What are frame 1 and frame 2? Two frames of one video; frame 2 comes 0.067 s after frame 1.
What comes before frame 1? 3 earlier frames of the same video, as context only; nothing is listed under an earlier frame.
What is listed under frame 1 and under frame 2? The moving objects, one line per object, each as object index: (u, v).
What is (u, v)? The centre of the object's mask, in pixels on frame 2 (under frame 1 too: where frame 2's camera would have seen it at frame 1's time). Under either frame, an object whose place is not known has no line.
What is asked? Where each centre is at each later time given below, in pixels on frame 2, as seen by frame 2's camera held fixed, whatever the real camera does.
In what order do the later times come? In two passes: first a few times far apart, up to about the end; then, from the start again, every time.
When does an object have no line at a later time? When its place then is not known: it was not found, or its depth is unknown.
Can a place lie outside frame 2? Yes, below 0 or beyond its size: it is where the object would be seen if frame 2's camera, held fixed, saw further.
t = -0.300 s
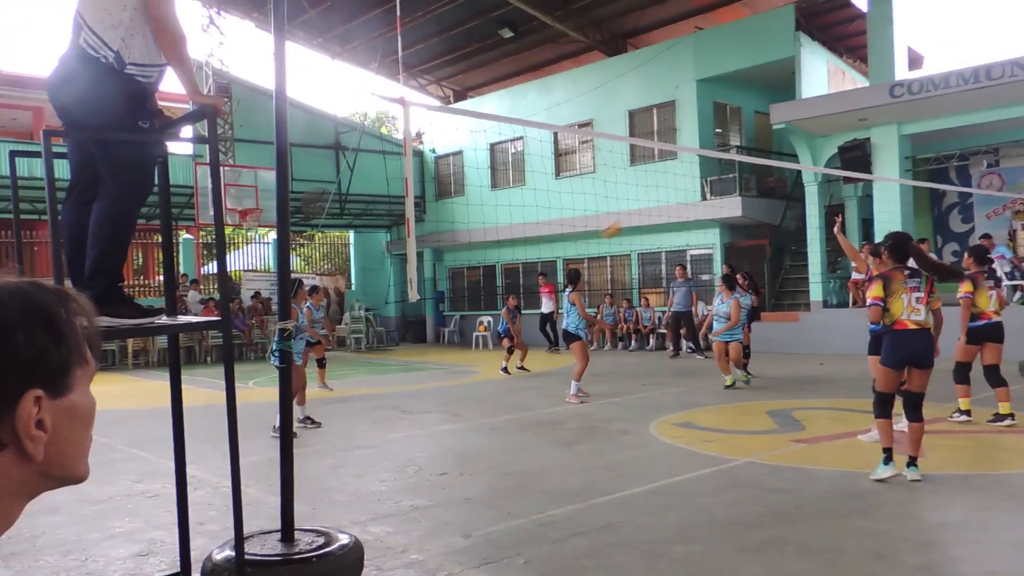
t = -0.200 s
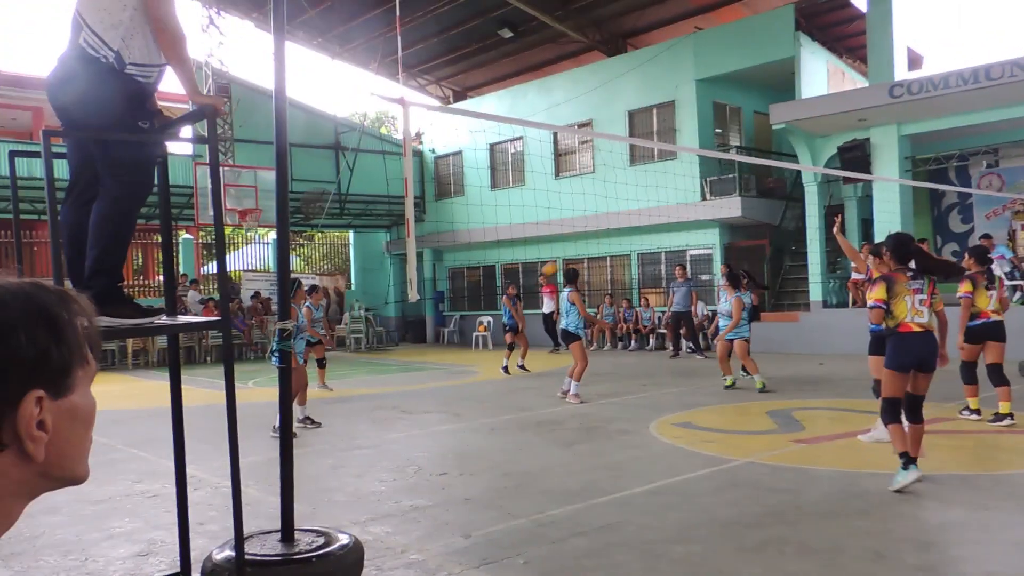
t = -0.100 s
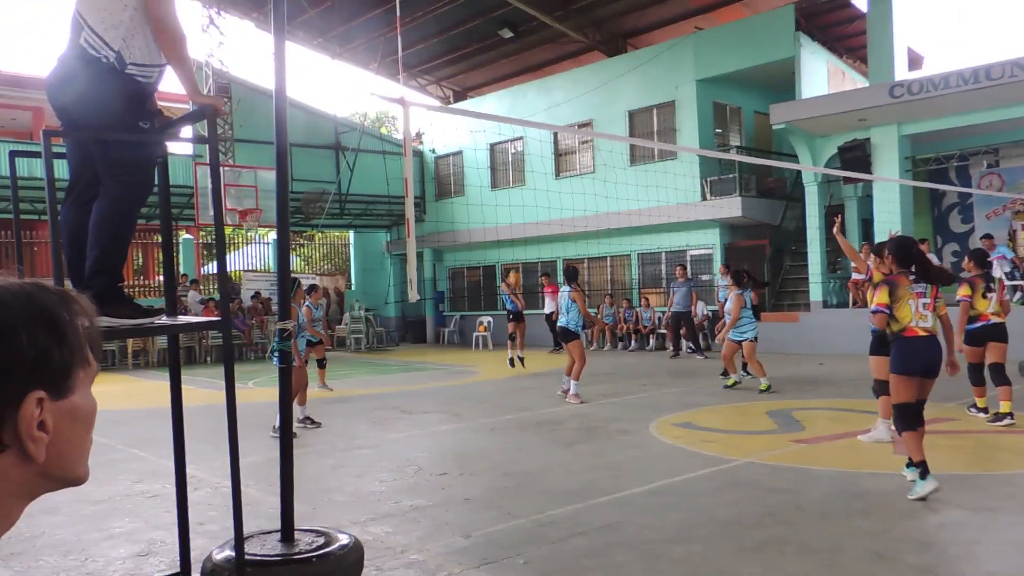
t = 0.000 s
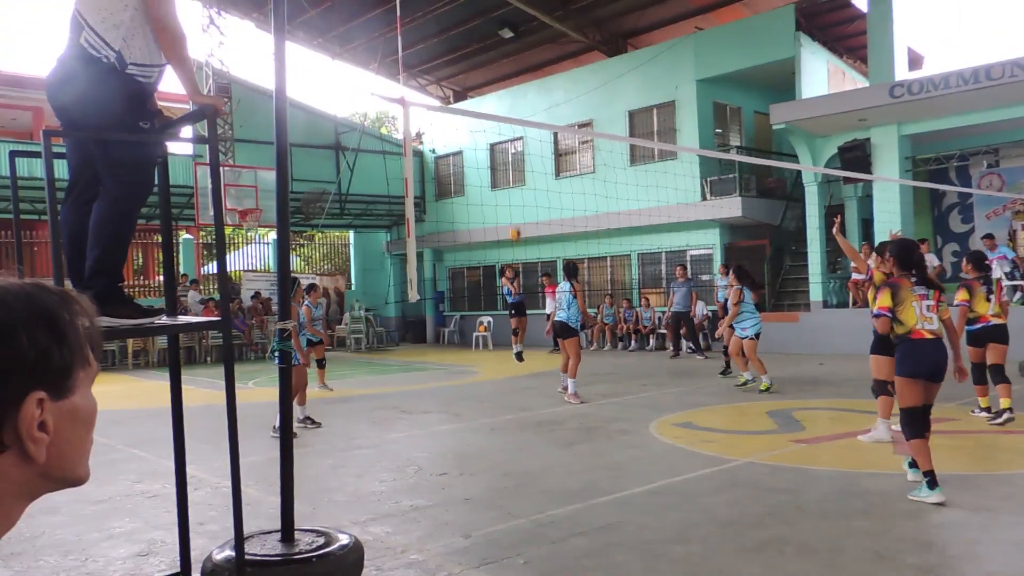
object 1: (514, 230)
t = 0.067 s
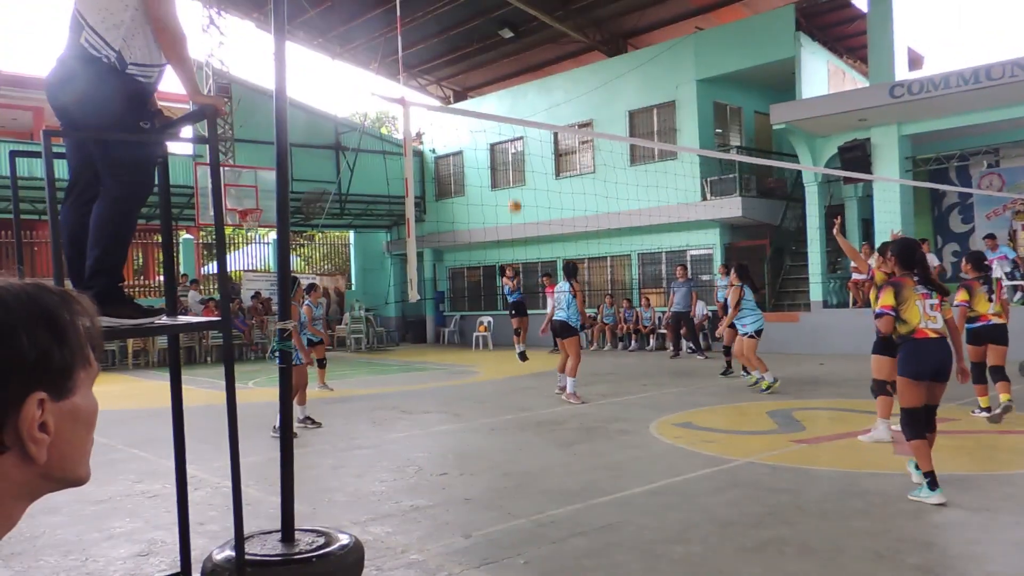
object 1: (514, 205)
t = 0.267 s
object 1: (514, 141)
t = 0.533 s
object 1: (516, 92)
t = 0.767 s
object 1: (516, 84)
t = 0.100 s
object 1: (514, 193)
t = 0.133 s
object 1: (515, 181)
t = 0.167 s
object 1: (514, 169)
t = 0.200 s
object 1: (515, 159)
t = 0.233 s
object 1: (514, 150)
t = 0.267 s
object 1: (514, 141)
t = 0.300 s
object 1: (514, 132)
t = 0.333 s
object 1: (514, 127)
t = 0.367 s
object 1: (515, 115)
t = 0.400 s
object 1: (515, 111)
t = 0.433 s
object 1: (515, 105)
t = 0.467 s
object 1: (515, 100)
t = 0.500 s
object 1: (517, 95)
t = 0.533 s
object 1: (516, 92)
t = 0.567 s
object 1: (516, 89)
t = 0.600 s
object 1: (515, 86)
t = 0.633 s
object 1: (514, 84)
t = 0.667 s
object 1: (514, 84)
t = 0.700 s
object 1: (515, 84)
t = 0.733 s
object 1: (515, 84)
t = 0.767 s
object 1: (516, 84)
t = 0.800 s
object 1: (517, 86)
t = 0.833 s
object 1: (518, 90)
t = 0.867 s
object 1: (518, 93)
